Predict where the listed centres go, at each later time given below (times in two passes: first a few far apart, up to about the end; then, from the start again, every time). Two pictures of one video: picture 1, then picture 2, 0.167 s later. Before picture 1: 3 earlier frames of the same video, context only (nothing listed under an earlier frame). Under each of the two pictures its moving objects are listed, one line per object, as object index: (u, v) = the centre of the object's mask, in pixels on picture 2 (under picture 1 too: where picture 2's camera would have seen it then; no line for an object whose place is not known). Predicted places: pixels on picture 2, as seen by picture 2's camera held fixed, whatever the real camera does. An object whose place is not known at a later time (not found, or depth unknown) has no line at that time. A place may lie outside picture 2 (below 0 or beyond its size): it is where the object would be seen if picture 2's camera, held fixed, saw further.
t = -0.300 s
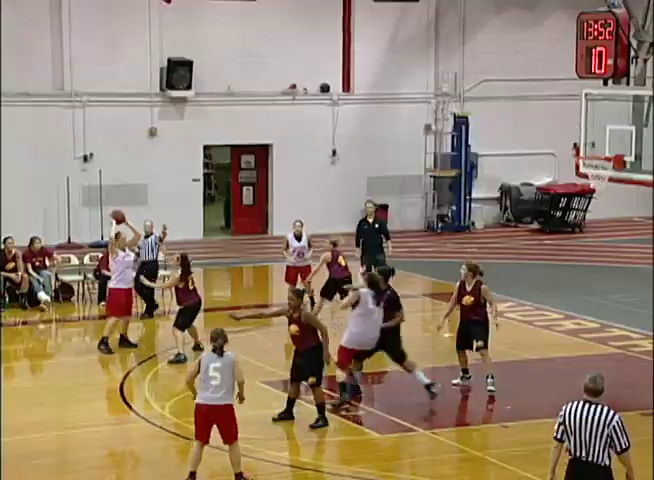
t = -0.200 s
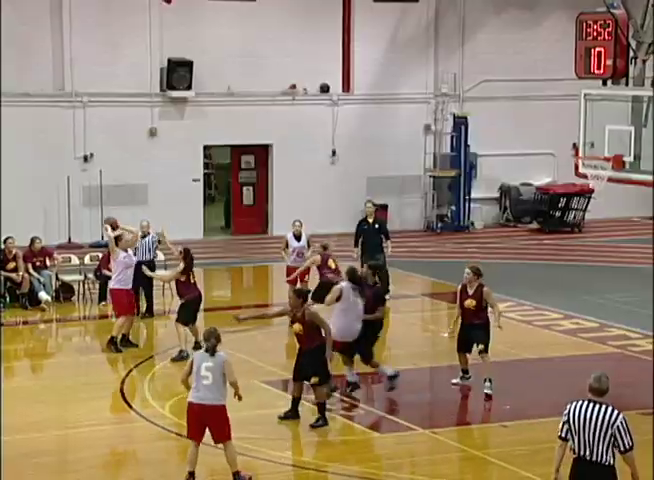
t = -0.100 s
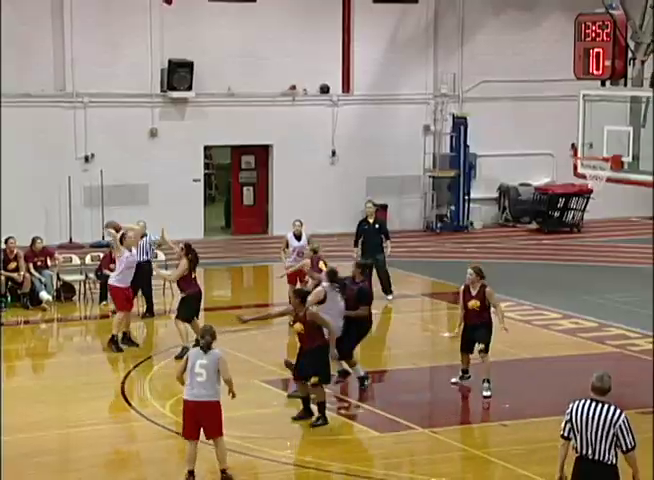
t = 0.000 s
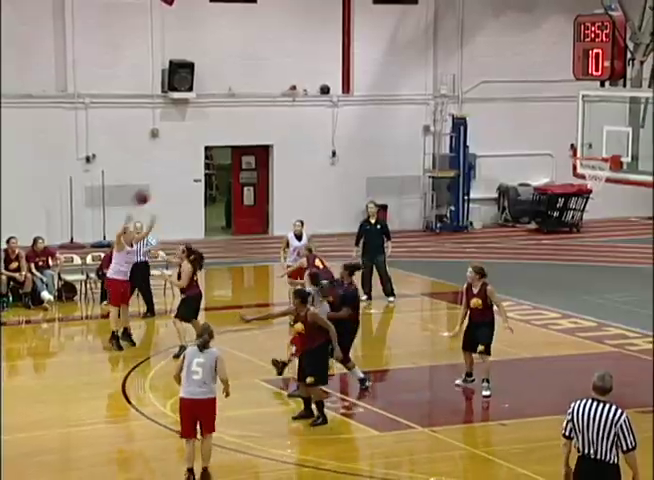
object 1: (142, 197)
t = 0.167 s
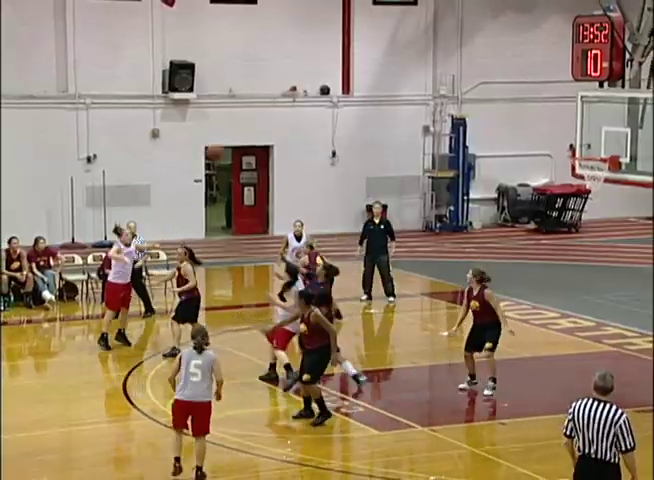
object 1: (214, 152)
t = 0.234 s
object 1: (243, 139)
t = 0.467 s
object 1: (353, 116)
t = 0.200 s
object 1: (229, 144)
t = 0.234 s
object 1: (243, 139)
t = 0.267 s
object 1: (259, 135)
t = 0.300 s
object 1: (273, 130)
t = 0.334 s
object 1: (289, 126)
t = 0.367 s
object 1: (307, 122)
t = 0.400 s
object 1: (322, 119)
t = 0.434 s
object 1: (338, 117)
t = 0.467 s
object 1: (353, 116)
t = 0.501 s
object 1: (369, 115)
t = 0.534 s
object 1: (385, 115)
